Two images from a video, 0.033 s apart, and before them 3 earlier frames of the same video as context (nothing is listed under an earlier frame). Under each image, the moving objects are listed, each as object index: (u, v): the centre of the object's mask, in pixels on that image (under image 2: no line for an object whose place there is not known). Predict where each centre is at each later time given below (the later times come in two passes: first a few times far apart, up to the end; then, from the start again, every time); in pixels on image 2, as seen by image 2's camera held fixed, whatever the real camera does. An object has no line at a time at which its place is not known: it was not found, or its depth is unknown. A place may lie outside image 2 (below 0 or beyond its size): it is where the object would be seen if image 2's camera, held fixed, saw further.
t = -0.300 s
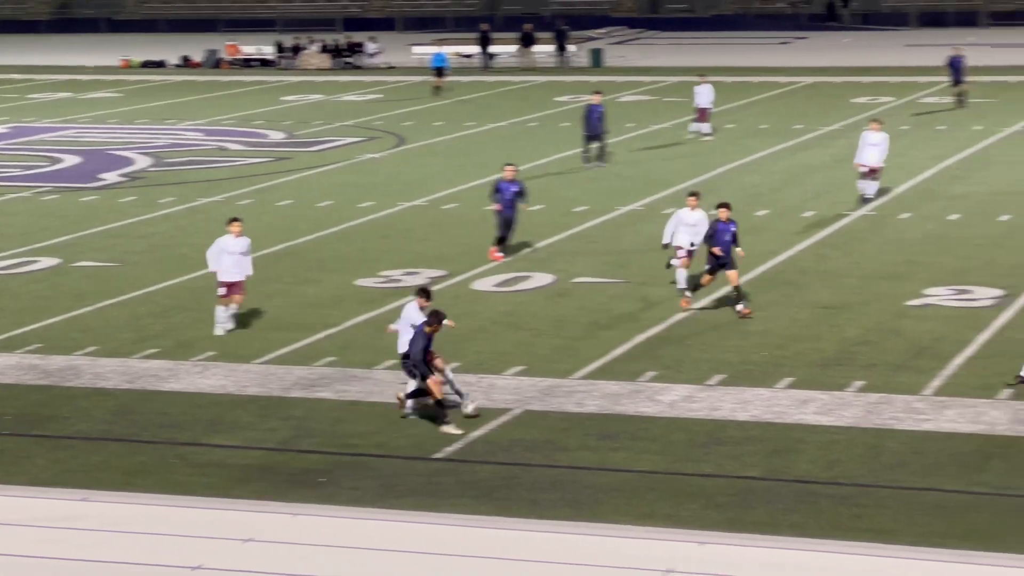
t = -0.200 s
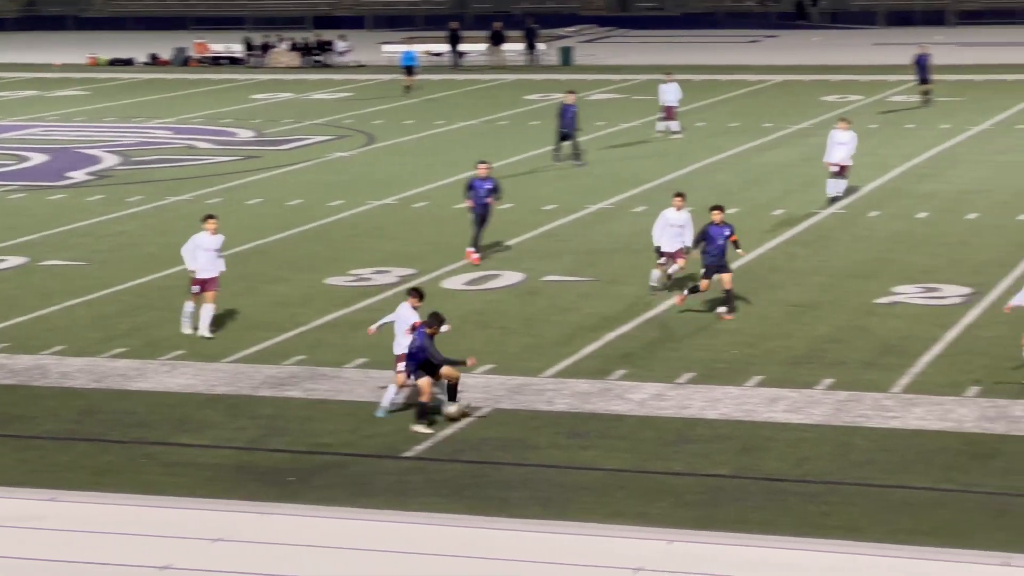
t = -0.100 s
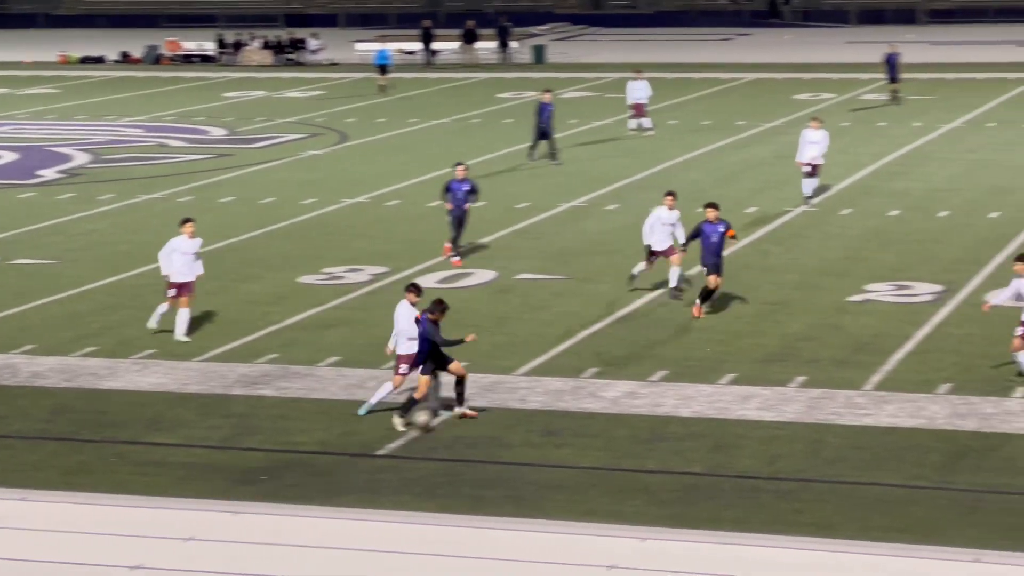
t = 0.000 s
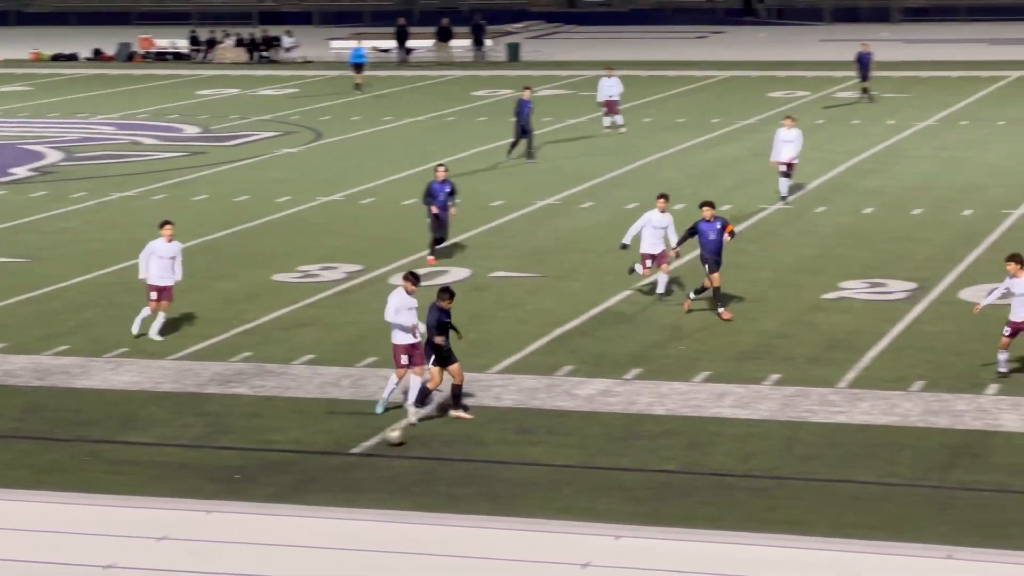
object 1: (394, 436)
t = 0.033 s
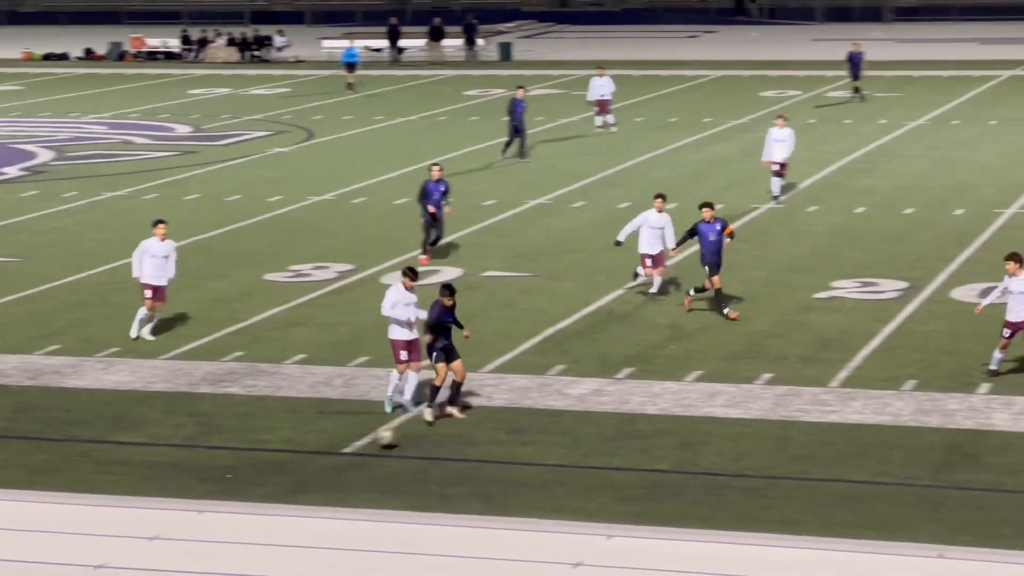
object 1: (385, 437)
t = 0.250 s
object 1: (386, 463)
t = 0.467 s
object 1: (392, 485)
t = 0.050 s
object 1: (385, 437)
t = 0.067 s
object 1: (385, 438)
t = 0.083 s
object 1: (385, 441)
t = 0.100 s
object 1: (386, 443)
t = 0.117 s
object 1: (385, 446)
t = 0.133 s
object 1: (385, 448)
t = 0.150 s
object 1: (386, 450)
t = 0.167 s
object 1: (385, 454)
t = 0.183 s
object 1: (385, 456)
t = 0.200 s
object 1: (385, 459)
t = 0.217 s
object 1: (385, 462)
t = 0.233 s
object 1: (385, 462)
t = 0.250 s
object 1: (386, 463)
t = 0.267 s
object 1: (386, 464)
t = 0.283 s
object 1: (386, 465)
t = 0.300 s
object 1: (386, 466)
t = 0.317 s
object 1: (387, 467)
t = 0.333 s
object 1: (387, 470)
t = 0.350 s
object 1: (388, 472)
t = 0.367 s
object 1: (389, 474)
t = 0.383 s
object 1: (389, 476)
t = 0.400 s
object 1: (390, 480)
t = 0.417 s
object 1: (390, 483)
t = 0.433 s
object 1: (391, 485)
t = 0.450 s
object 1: (391, 485)
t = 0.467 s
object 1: (392, 485)
